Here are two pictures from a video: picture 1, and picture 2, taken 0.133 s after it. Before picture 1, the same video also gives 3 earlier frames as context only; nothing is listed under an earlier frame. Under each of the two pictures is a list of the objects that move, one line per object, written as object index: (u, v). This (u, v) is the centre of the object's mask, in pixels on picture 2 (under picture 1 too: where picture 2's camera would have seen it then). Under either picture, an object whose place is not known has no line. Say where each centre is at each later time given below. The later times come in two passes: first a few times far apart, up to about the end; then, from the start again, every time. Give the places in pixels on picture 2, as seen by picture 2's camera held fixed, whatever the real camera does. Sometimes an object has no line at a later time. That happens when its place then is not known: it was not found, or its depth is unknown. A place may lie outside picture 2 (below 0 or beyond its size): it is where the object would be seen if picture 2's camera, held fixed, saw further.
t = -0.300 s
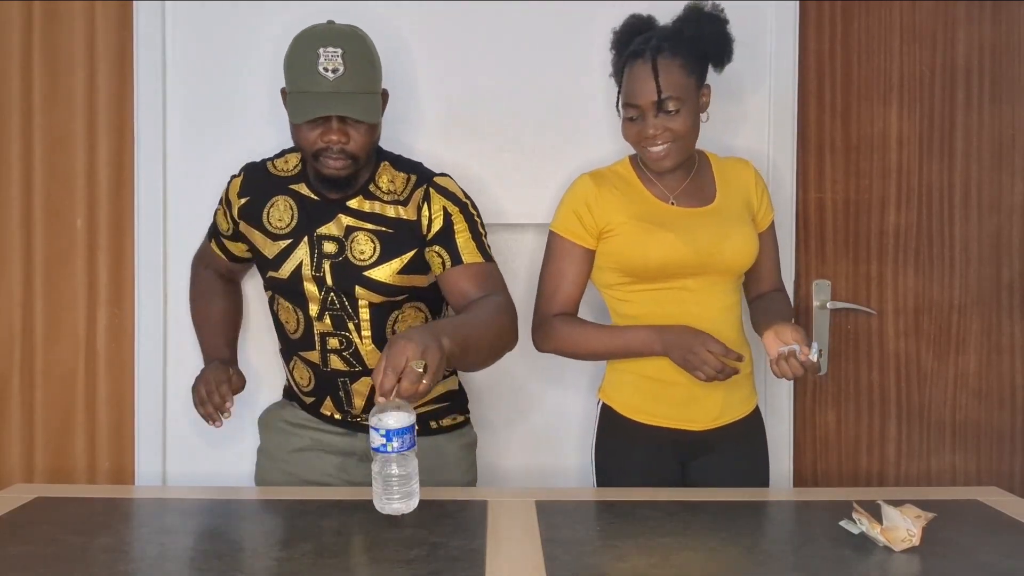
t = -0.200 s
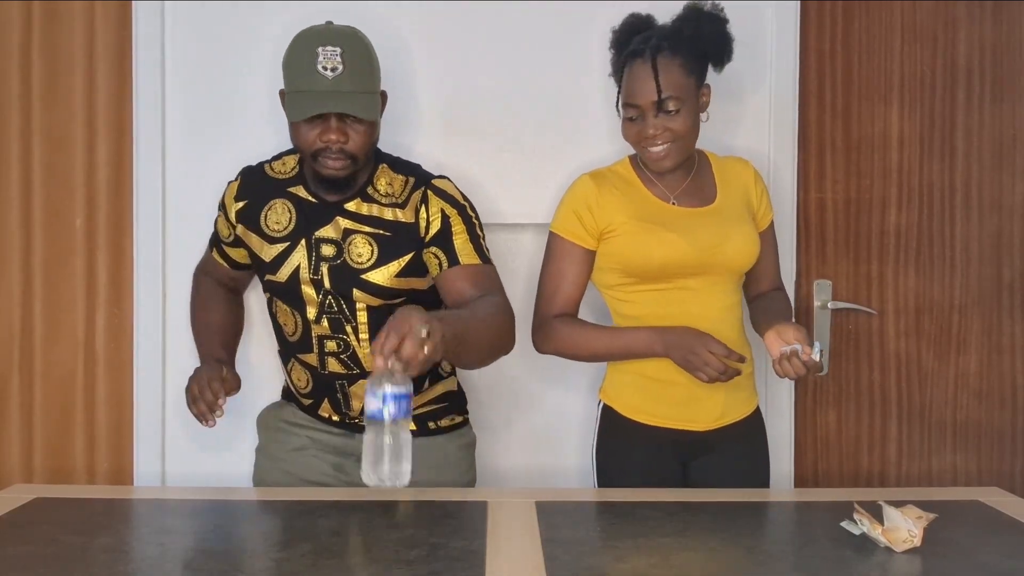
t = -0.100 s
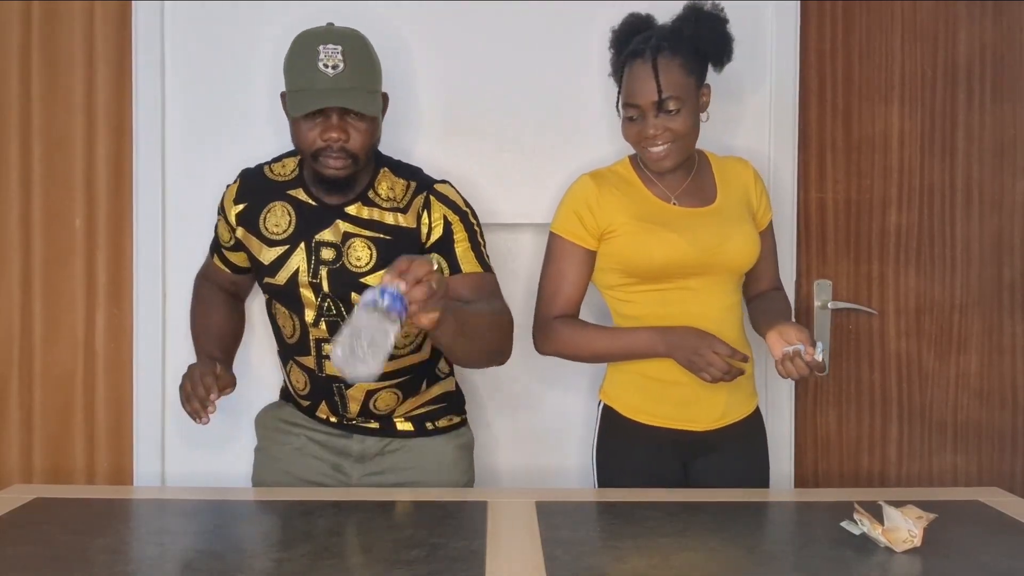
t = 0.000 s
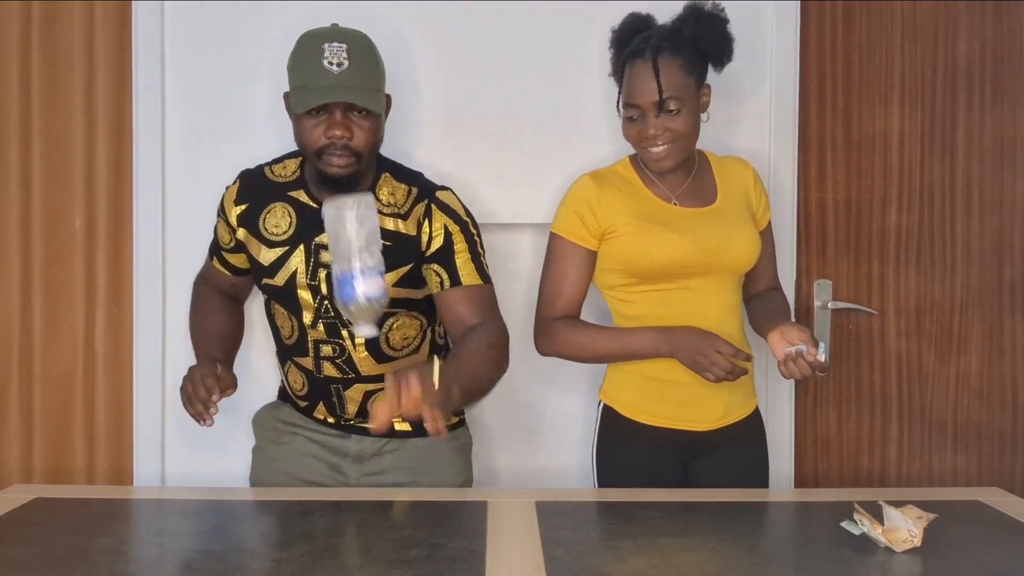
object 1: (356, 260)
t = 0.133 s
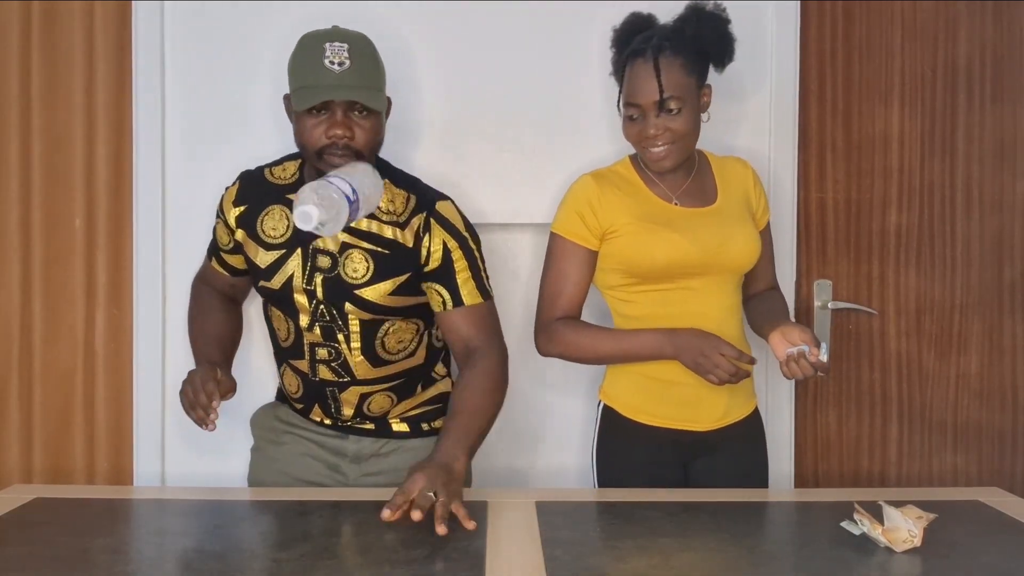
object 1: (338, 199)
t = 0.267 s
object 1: (325, 305)
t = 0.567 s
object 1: (295, 560)
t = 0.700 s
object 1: (291, 560)
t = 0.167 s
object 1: (335, 211)
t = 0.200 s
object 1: (331, 232)
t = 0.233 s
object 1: (329, 264)
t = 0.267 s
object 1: (325, 305)
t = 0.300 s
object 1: (322, 358)
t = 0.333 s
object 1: (318, 420)
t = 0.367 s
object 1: (316, 498)
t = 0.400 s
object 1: (305, 528)
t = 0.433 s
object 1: (298, 533)
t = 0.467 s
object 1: (293, 543)
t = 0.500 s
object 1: (288, 553)
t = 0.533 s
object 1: (302, 559)
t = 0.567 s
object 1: (295, 560)
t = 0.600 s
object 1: (292, 560)
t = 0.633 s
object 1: (291, 560)
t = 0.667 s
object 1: (291, 560)
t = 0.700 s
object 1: (291, 560)
